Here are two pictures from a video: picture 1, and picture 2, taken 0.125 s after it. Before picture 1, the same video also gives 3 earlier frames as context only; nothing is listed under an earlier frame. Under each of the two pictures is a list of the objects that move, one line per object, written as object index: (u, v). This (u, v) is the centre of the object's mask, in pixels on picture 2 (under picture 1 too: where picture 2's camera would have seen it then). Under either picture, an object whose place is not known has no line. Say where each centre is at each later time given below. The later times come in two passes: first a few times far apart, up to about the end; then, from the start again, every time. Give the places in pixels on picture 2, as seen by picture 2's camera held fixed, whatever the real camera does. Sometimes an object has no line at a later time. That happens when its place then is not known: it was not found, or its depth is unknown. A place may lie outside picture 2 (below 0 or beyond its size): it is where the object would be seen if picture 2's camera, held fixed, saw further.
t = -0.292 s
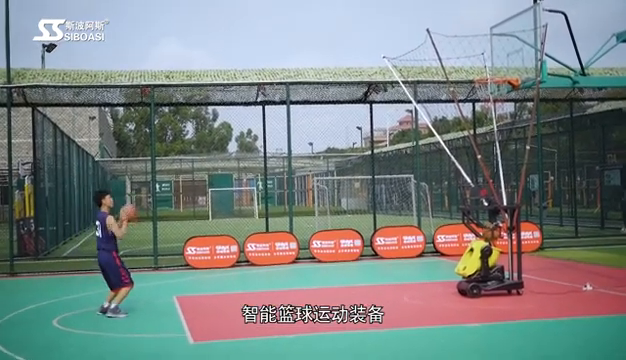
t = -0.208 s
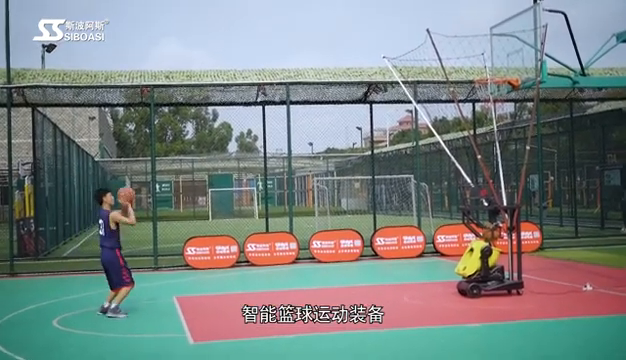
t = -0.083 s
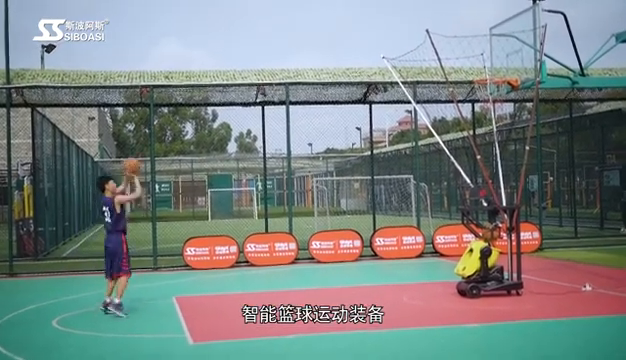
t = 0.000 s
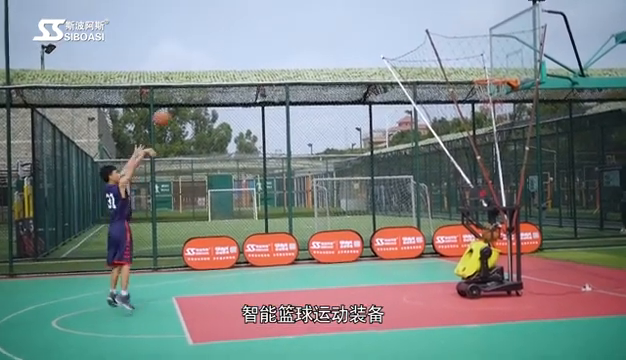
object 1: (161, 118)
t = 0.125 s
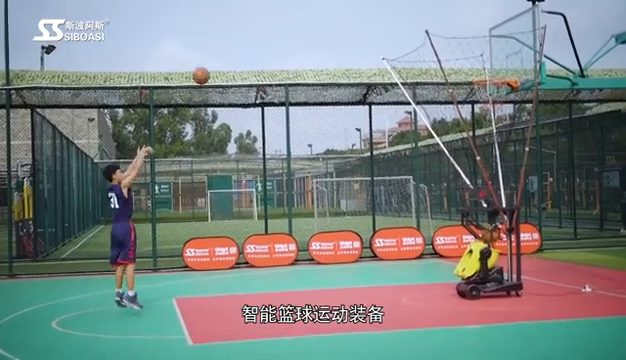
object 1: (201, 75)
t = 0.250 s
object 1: (240, 42)
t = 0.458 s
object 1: (305, 11)
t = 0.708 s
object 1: (381, 11)
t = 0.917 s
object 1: (446, 41)
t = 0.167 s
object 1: (214, 63)
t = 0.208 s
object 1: (227, 52)
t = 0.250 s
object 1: (240, 42)
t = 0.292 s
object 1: (253, 34)
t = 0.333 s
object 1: (266, 27)
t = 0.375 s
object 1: (279, 20)
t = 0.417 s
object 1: (292, 15)
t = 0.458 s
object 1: (305, 11)
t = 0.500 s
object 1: (318, 8)
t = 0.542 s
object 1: (331, 7)
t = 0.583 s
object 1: (343, 6)
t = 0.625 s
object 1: (356, 7)
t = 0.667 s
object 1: (369, 9)
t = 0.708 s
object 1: (381, 11)
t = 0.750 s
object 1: (395, 15)
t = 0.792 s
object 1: (408, 20)
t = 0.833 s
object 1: (420, 26)
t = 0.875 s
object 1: (433, 33)
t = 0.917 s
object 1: (446, 41)
